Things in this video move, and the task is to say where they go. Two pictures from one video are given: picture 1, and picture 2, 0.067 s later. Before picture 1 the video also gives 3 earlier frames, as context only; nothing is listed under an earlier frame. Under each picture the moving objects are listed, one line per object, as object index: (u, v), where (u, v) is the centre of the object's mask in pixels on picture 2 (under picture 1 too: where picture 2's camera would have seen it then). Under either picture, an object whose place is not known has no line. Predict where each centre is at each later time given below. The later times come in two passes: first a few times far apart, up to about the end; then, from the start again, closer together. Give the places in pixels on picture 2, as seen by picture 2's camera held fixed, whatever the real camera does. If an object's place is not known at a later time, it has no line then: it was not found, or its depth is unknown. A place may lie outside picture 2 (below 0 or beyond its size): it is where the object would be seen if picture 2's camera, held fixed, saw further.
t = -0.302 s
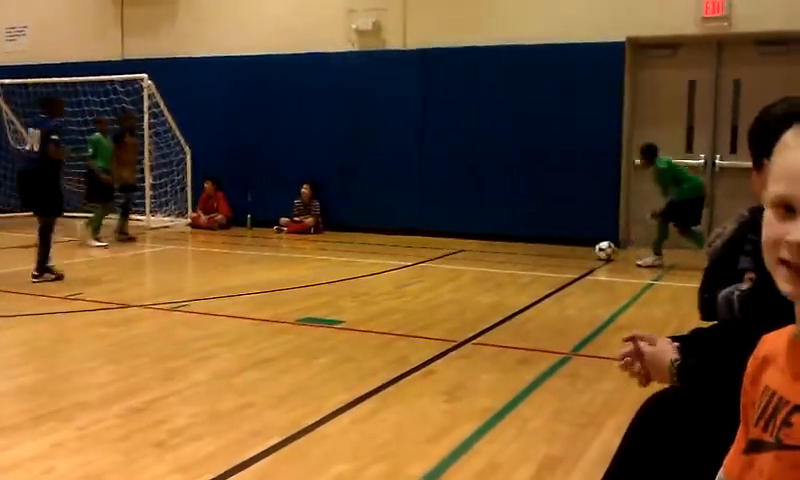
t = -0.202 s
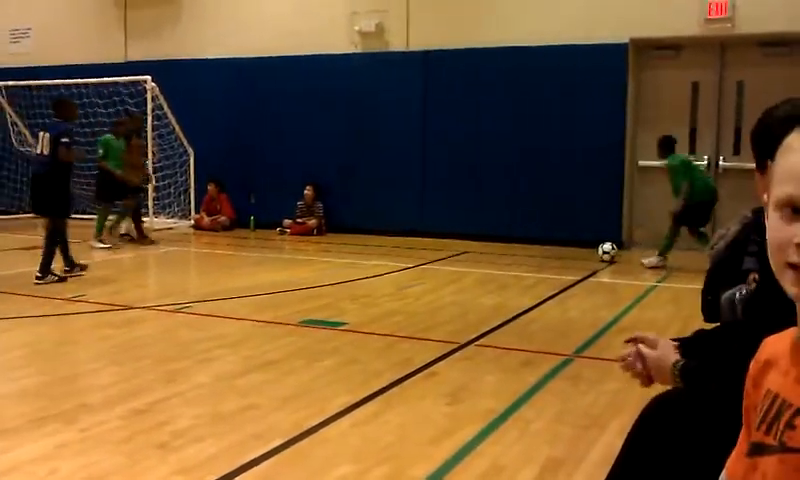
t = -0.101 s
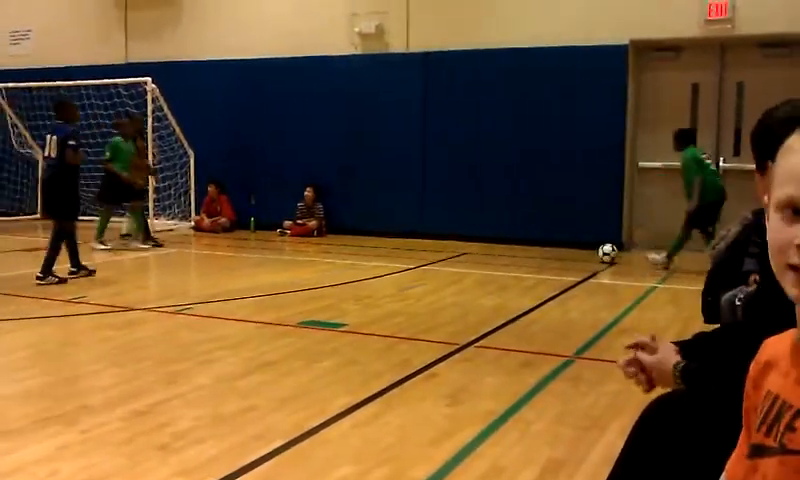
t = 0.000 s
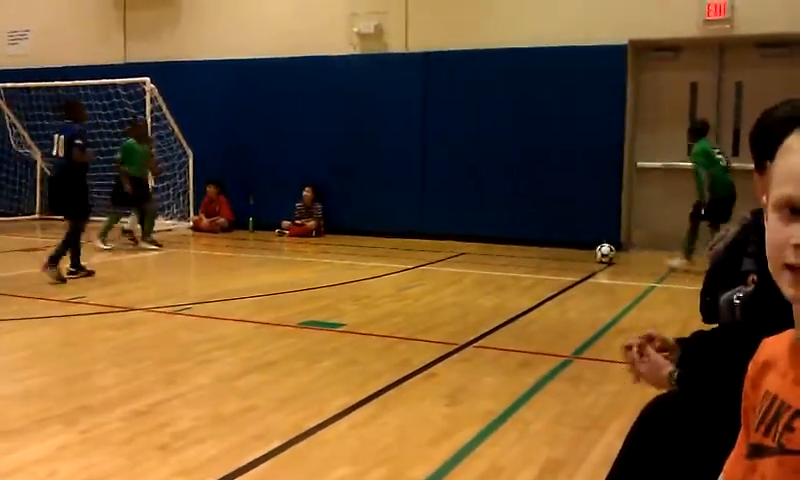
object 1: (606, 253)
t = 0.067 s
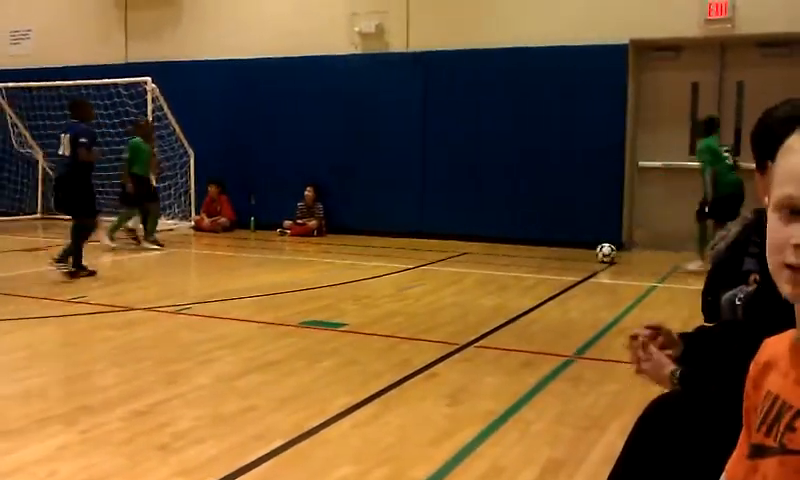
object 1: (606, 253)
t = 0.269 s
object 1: (603, 253)
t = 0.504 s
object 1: (599, 254)
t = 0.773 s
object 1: (601, 252)
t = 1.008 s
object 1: (599, 253)
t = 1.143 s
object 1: (591, 254)
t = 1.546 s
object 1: (586, 253)
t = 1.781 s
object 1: (590, 254)
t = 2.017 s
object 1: (587, 254)
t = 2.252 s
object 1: (586, 254)
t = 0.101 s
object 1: (605, 253)
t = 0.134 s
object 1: (604, 253)
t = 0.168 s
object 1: (604, 253)
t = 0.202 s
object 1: (604, 253)
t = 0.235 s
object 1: (603, 253)
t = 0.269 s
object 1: (603, 253)
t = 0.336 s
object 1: (602, 254)
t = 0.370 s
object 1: (602, 254)
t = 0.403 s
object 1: (602, 254)
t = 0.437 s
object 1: (601, 254)
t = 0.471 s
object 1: (600, 254)
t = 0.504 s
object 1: (599, 254)
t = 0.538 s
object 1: (599, 254)
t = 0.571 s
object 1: (599, 254)
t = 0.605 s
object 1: (599, 254)
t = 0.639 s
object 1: (597, 253)
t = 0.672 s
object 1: (597, 253)
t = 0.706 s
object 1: (597, 253)
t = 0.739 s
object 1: (598, 253)
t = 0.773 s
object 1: (601, 252)
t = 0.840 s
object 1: (602, 253)
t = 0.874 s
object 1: (604, 254)
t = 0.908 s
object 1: (603, 252)
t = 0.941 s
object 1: (600, 252)
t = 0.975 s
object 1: (599, 253)
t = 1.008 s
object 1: (599, 253)
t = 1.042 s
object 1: (599, 253)
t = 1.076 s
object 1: (596, 254)
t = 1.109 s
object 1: (593, 254)
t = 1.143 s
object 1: (591, 254)
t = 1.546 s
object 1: (586, 253)
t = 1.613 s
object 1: (588, 254)
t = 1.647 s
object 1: (587, 254)
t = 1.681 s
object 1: (587, 253)
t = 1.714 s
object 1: (589, 253)
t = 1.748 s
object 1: (590, 253)
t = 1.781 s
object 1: (590, 254)
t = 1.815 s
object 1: (590, 254)
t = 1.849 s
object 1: (590, 254)
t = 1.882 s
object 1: (590, 255)
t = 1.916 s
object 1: (589, 255)
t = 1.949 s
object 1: (588, 255)
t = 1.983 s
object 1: (588, 255)
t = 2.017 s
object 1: (587, 254)
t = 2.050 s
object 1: (587, 254)
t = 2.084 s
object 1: (587, 254)
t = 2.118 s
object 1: (587, 254)
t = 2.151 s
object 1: (586, 254)
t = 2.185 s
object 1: (586, 254)
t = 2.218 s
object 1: (586, 254)
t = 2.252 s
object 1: (586, 254)
